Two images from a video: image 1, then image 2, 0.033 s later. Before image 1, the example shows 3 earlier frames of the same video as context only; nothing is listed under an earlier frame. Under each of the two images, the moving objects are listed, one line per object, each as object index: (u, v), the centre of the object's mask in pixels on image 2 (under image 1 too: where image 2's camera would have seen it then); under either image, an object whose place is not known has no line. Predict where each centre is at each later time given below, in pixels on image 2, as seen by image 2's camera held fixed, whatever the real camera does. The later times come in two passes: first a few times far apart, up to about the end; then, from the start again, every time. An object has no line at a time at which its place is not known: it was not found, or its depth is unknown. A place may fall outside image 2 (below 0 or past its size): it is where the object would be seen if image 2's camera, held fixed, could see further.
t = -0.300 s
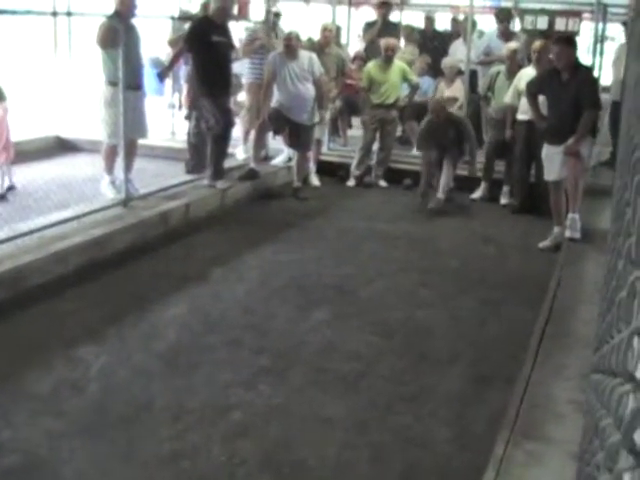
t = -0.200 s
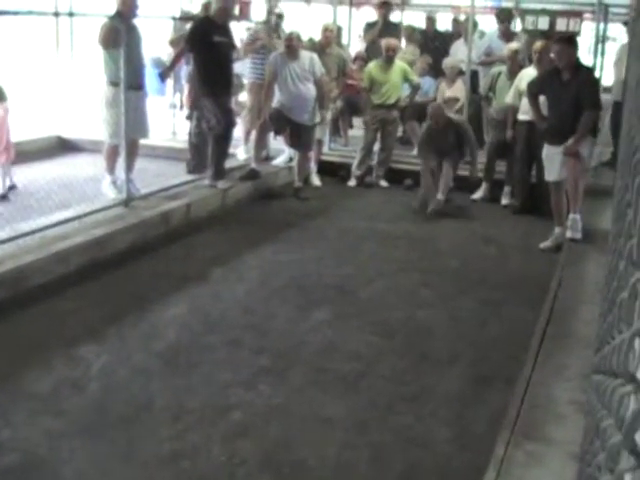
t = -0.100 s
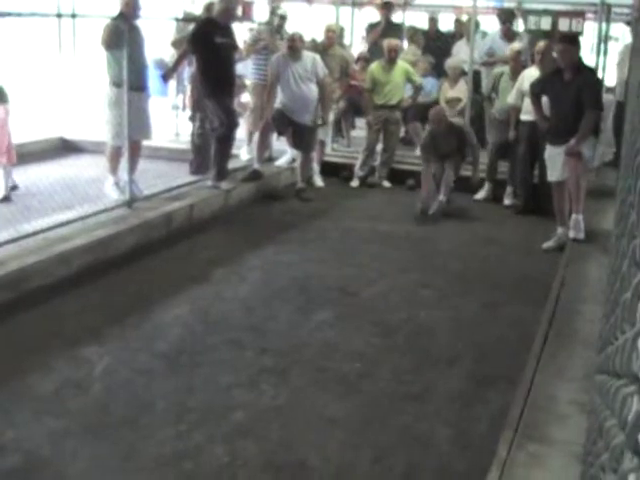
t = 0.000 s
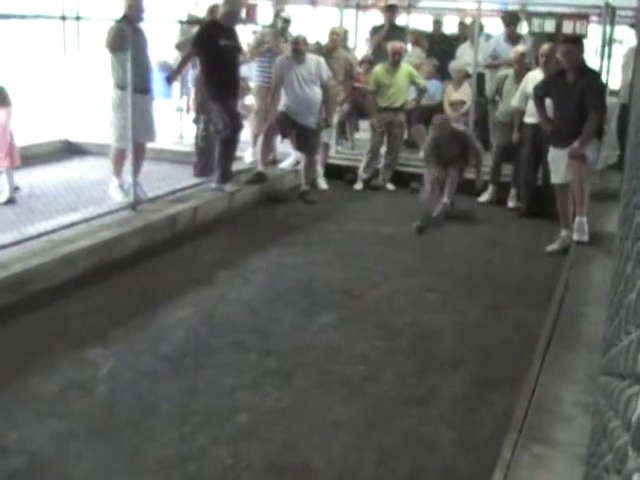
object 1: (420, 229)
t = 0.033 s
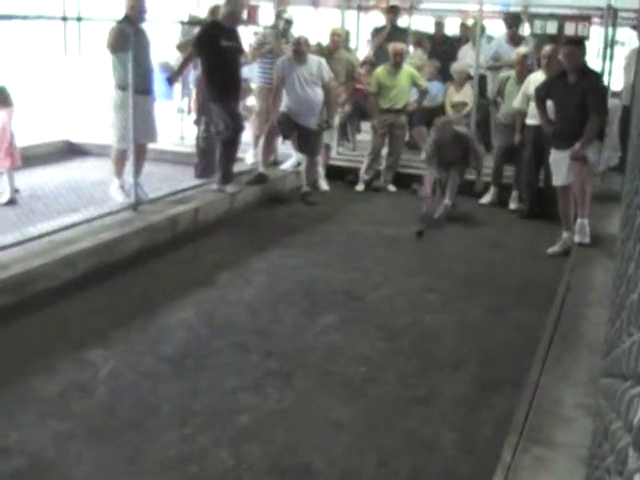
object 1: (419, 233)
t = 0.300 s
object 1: (403, 254)
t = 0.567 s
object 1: (385, 285)
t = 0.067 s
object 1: (417, 235)
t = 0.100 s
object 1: (416, 236)
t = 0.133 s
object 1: (414, 240)
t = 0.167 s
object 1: (411, 243)
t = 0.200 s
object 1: (409, 246)
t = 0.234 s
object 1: (407, 250)
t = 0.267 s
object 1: (405, 251)
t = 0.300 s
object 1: (403, 254)
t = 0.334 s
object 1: (401, 259)
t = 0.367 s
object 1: (399, 262)
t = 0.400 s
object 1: (397, 265)
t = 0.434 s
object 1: (395, 269)
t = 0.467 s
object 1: (392, 272)
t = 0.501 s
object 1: (390, 277)
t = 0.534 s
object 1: (387, 280)
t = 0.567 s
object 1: (385, 285)
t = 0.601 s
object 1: (381, 288)
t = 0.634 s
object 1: (378, 293)
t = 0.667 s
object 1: (376, 296)
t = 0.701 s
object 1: (372, 302)
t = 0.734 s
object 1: (369, 306)
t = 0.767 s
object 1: (366, 310)
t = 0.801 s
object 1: (362, 315)
